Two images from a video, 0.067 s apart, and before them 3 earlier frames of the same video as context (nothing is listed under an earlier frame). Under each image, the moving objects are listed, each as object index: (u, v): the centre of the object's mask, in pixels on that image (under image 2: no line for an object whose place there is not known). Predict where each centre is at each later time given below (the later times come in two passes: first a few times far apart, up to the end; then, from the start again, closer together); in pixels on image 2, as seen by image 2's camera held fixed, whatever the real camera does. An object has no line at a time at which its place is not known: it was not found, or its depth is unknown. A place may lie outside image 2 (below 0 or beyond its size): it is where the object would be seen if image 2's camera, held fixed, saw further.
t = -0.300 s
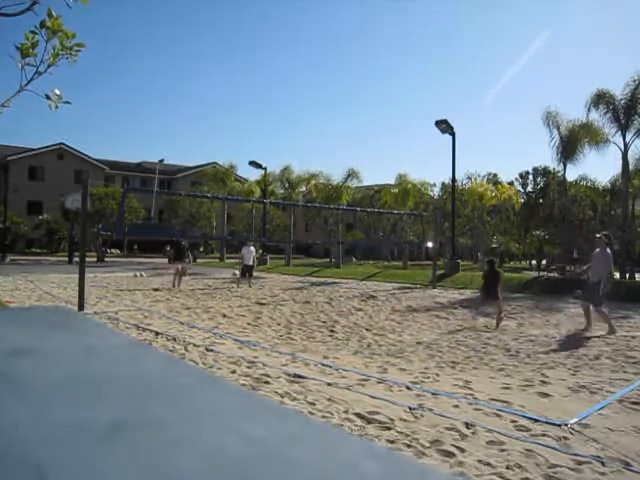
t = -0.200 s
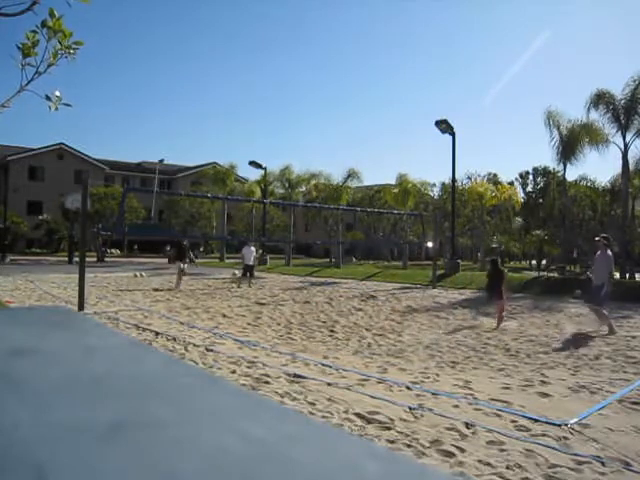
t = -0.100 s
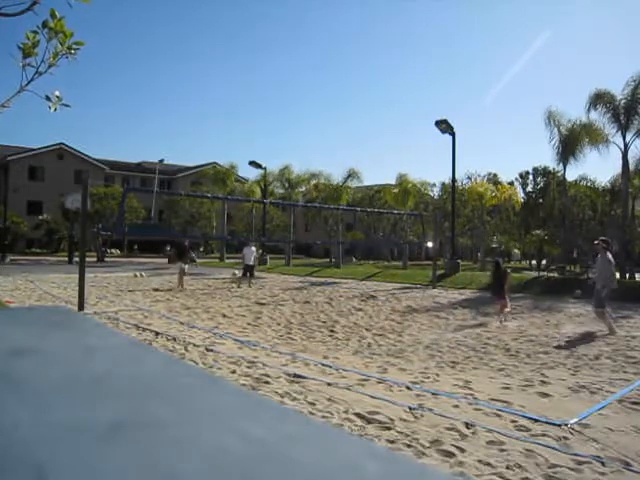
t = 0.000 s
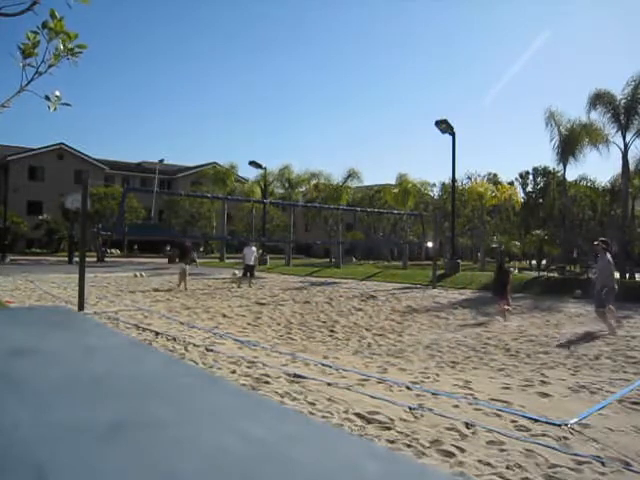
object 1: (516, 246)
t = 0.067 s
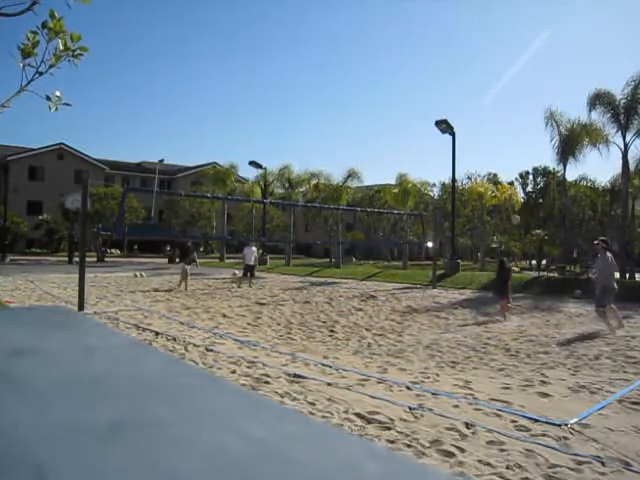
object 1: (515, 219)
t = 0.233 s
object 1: (513, 162)
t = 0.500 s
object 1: (510, 98)
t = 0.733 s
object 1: (507, 68)
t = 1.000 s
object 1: (503, 62)
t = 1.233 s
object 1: (500, 81)
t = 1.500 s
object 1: (498, 132)
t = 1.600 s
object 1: (497, 159)
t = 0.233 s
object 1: (513, 162)
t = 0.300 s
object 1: (513, 143)
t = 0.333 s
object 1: (513, 134)
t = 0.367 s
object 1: (512, 126)
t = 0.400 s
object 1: (512, 119)
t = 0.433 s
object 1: (511, 111)
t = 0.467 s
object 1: (511, 104)
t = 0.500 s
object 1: (510, 98)
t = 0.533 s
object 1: (510, 93)
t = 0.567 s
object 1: (509, 87)
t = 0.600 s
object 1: (509, 83)
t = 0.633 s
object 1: (509, 79)
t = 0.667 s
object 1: (508, 75)
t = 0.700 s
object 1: (507, 71)
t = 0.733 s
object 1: (507, 68)
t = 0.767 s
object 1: (507, 66)
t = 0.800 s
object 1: (506, 64)
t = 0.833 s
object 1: (505, 62)
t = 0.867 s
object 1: (505, 61)
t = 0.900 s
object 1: (505, 61)
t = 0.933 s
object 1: (504, 61)
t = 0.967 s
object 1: (504, 61)
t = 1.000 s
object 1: (503, 62)
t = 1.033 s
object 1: (502, 64)
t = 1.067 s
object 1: (502, 65)
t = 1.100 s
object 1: (502, 68)
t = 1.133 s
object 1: (501, 70)
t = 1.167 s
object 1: (501, 74)
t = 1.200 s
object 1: (500, 77)
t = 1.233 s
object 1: (500, 81)
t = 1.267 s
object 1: (500, 86)
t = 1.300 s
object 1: (500, 91)
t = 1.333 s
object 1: (499, 97)
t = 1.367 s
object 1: (498, 103)
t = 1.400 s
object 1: (498, 110)
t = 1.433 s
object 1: (498, 117)
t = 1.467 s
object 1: (498, 124)
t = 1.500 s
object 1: (498, 132)
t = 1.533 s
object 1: (497, 141)
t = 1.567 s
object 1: (497, 150)
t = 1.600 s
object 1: (497, 159)
